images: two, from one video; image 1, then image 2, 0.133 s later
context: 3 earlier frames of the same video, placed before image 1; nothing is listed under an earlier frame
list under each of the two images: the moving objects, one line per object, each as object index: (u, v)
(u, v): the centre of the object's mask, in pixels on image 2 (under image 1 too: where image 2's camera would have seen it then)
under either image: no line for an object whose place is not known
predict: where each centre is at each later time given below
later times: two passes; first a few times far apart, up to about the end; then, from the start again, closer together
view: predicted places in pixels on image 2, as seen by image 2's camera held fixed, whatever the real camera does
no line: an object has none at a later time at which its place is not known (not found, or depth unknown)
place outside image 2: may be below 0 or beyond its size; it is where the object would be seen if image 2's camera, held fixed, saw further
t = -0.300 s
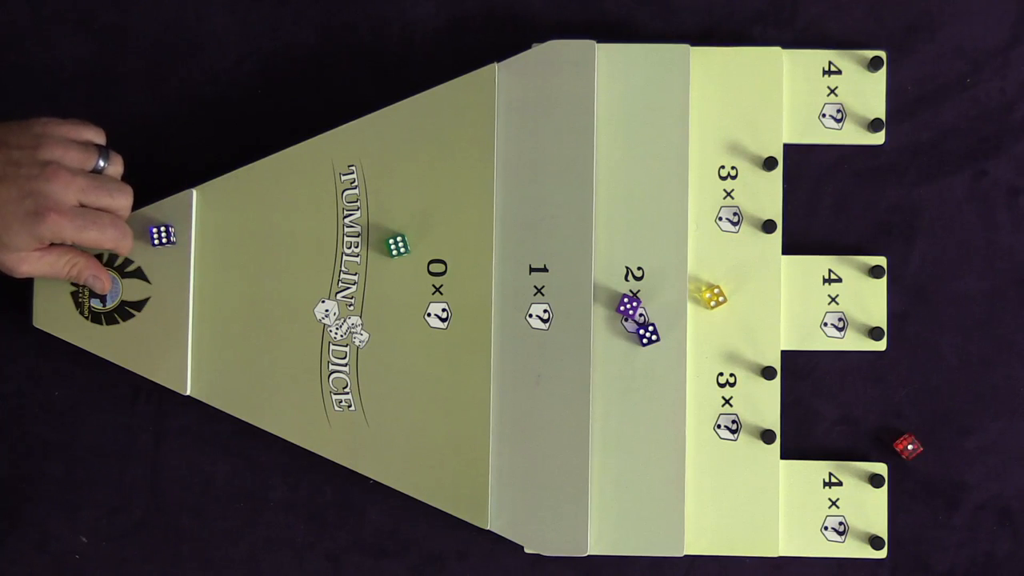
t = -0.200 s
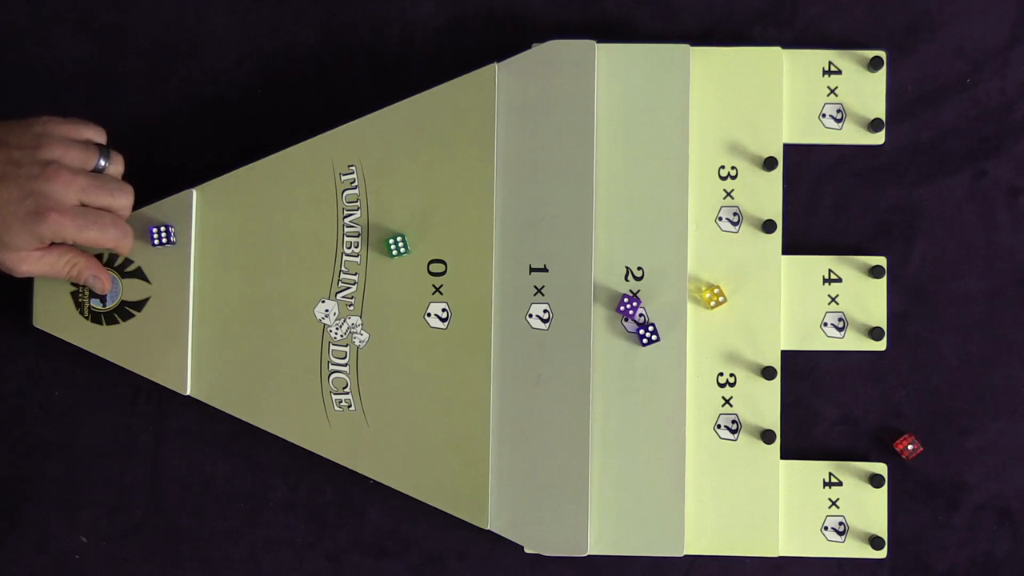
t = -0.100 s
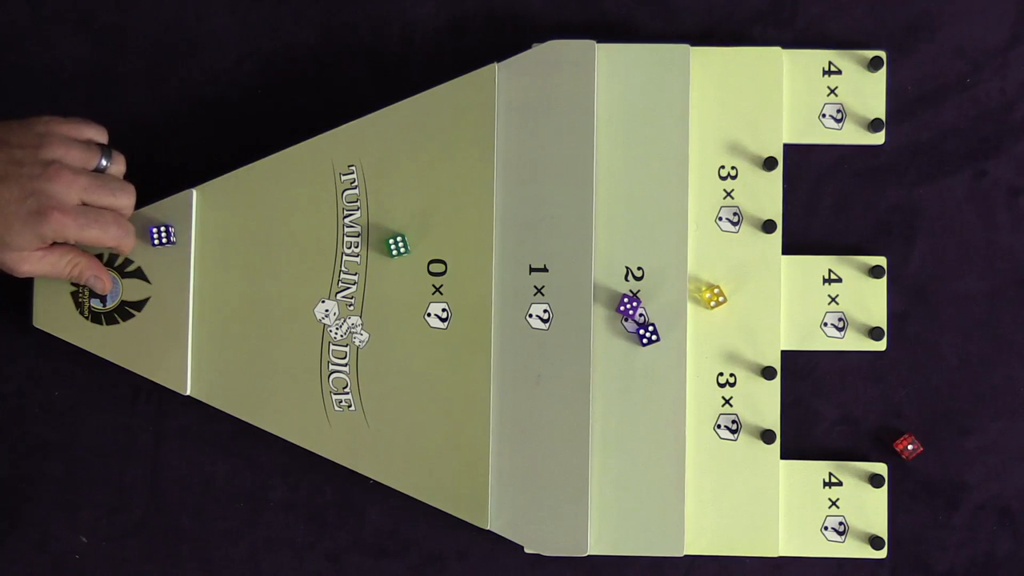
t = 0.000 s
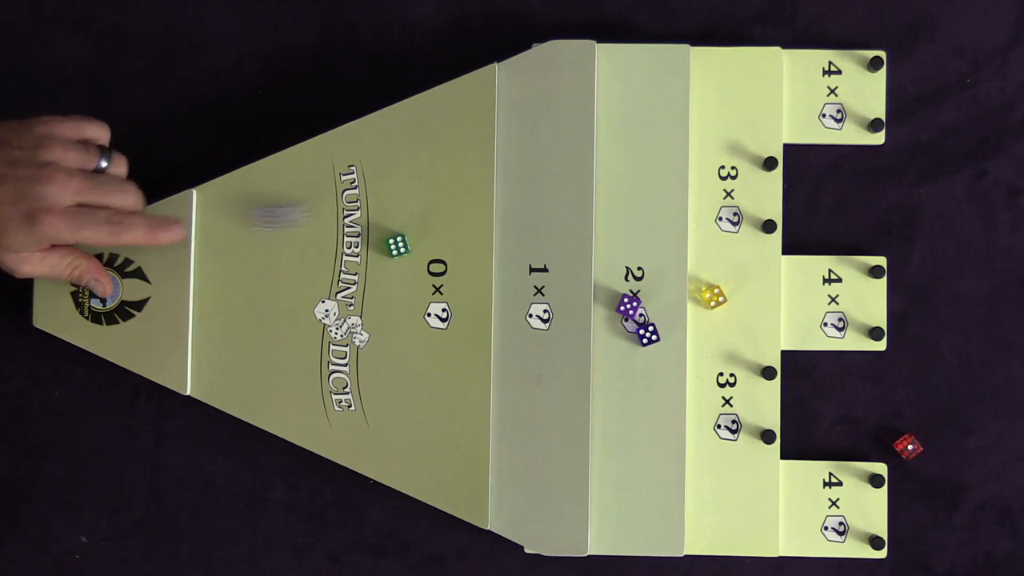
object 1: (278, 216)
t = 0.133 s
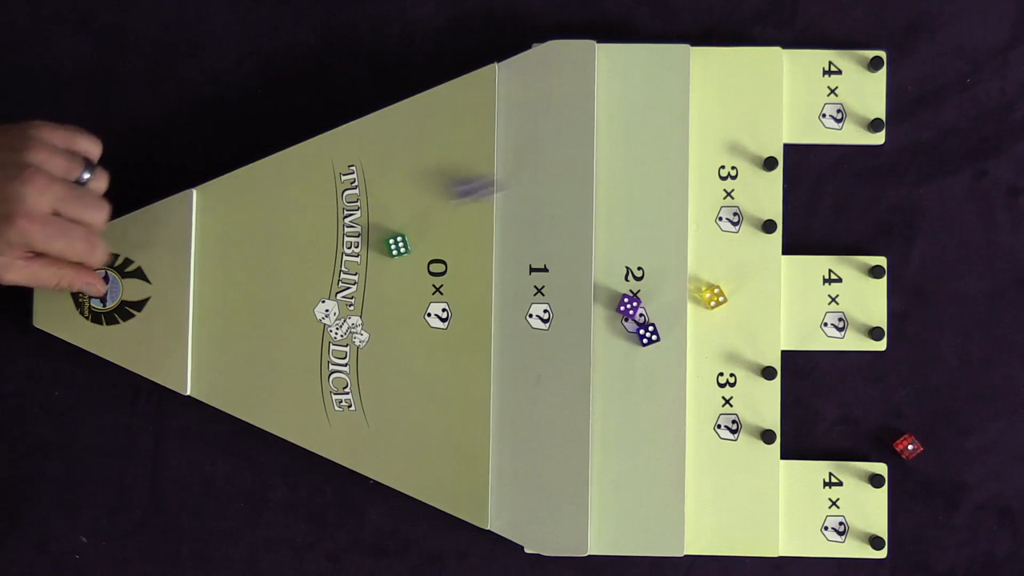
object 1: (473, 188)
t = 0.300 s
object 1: (677, 161)
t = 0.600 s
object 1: (718, 91)
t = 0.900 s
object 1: (714, 90)
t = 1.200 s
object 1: (714, 90)
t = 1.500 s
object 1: (714, 90)
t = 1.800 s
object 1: (714, 90)
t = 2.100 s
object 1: (714, 90)
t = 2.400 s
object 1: (714, 90)
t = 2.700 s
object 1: (714, 90)
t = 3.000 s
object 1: (714, 90)
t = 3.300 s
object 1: (714, 90)
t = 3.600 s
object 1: (714, 90)
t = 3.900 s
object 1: (714, 90)
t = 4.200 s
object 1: (714, 90)
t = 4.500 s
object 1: (714, 90)
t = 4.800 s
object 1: (714, 90)
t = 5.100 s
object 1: (714, 90)
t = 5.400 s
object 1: (714, 90)
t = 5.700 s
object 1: (714, 90)
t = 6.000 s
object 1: (714, 90)
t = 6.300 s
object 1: (714, 90)
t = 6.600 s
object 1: (714, 90)
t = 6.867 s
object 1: (714, 90)
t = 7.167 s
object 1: (714, 90)
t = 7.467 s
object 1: (714, 90)
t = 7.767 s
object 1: (714, 90)
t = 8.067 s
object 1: (714, 90)
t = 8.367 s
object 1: (714, 90)
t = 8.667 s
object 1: (714, 90)
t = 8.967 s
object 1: (714, 90)
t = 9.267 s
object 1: (714, 90)
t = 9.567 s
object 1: (714, 90)
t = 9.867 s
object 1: (714, 90)
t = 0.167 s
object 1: (521, 183)
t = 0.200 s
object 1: (562, 177)
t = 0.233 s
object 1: (604, 172)
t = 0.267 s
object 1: (641, 166)
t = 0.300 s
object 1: (677, 161)
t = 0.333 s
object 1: (716, 157)
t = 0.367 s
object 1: (750, 156)
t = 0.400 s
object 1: (751, 146)
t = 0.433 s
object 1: (744, 132)
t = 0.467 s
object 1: (740, 119)
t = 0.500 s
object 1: (733, 109)
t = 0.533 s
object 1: (727, 101)
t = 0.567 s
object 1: (722, 96)
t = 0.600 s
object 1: (718, 91)
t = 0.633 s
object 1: (715, 89)
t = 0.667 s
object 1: (714, 89)
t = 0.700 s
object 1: (714, 90)
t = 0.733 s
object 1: (714, 90)
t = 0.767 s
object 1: (713, 90)
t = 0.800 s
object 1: (713, 90)
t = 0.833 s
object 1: (714, 90)
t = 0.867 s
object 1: (714, 90)
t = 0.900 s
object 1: (714, 90)
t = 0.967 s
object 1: (714, 90)
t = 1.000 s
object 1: (714, 90)
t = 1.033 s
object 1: (714, 90)
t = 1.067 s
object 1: (714, 90)
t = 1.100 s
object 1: (714, 90)
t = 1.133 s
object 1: (714, 90)
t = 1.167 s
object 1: (714, 90)
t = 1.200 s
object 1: (714, 90)
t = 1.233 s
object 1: (714, 90)
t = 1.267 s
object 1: (714, 90)
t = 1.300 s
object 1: (714, 90)
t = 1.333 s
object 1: (714, 90)
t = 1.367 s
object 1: (714, 90)
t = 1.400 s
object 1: (714, 90)
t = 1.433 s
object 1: (714, 90)
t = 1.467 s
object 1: (714, 90)
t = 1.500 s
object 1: (714, 90)
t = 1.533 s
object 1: (714, 90)
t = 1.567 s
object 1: (714, 90)
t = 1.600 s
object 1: (714, 90)
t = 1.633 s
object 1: (714, 90)
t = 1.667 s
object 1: (714, 90)
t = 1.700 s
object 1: (714, 90)
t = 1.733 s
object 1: (714, 90)
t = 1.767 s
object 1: (714, 90)
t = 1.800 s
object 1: (714, 90)
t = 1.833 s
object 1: (714, 90)
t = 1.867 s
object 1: (714, 90)
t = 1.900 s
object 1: (714, 90)
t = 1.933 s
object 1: (714, 90)
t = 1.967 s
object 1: (714, 90)
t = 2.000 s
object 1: (714, 90)
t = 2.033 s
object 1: (714, 90)
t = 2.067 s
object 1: (714, 90)
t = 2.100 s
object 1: (714, 90)
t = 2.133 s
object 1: (714, 90)
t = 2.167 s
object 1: (714, 90)
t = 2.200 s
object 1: (714, 90)
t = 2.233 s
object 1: (714, 90)
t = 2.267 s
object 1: (714, 90)
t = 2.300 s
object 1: (714, 90)
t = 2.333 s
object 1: (714, 90)
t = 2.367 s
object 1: (714, 90)
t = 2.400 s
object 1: (714, 90)
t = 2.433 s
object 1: (714, 90)
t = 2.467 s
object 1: (714, 90)
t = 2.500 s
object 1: (714, 90)
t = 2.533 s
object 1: (714, 90)
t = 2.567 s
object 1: (714, 90)
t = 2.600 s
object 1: (714, 90)
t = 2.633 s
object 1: (714, 90)
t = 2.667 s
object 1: (714, 90)
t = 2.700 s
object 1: (714, 90)
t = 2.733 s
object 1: (714, 90)
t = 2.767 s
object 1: (714, 90)
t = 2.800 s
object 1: (714, 90)
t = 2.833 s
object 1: (714, 90)
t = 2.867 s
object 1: (714, 90)
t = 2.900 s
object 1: (714, 90)
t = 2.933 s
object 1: (714, 90)
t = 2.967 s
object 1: (714, 90)
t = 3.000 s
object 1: (714, 90)
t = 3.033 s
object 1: (714, 90)
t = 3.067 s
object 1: (714, 90)
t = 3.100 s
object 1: (714, 90)
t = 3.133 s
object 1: (714, 90)
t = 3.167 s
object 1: (714, 90)
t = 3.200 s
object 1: (714, 90)
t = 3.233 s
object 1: (714, 90)
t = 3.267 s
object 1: (714, 90)
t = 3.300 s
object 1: (714, 90)
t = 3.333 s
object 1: (714, 90)
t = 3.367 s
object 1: (714, 90)
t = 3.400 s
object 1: (714, 90)
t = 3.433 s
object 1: (714, 90)
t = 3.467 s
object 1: (714, 90)
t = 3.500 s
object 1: (714, 90)
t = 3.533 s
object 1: (714, 90)
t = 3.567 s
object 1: (714, 90)
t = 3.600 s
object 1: (714, 90)
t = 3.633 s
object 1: (714, 90)
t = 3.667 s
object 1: (714, 90)
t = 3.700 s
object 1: (714, 90)
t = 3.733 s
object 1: (714, 90)
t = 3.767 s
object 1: (714, 90)
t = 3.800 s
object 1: (714, 90)
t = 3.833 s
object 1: (714, 90)
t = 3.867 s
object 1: (714, 90)
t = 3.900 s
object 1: (714, 90)
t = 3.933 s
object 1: (714, 90)
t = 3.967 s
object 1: (714, 90)
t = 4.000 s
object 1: (714, 90)
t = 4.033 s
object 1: (714, 90)
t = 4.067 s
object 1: (714, 90)
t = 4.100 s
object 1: (714, 90)
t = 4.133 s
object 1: (714, 90)
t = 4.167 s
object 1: (714, 90)
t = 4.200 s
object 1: (714, 90)
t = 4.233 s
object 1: (714, 90)
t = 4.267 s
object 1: (714, 90)
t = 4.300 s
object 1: (714, 90)
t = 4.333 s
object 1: (714, 90)
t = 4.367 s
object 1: (714, 90)
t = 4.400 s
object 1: (714, 90)
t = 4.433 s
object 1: (714, 90)
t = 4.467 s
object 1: (714, 90)
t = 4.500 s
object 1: (714, 90)
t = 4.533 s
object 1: (714, 90)
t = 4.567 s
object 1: (714, 90)
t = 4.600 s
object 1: (714, 90)
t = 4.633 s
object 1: (714, 90)
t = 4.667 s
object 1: (714, 90)
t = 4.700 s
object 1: (714, 90)
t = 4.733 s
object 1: (714, 90)
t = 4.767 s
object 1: (714, 90)
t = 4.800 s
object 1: (714, 90)
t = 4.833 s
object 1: (714, 90)
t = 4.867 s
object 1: (714, 90)
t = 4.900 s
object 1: (714, 90)
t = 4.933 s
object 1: (714, 90)
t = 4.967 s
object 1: (714, 90)
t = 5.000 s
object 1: (714, 90)
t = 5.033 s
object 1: (714, 90)
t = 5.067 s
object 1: (714, 90)
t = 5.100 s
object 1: (714, 90)
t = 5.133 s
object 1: (714, 90)
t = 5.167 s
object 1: (714, 90)
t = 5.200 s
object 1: (714, 90)
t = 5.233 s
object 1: (714, 90)
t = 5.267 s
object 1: (714, 90)
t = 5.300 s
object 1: (714, 90)
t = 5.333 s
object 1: (714, 90)
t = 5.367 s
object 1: (714, 90)
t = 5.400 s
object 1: (714, 90)
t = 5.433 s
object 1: (714, 90)
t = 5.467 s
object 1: (714, 90)
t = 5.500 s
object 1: (714, 90)
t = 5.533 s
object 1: (714, 90)
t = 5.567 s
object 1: (714, 90)
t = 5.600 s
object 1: (714, 90)
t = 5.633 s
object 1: (714, 90)
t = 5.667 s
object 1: (714, 90)
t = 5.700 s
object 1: (714, 90)
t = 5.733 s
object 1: (714, 90)
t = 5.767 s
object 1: (714, 90)
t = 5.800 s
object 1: (714, 90)
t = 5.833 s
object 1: (714, 90)
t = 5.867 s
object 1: (714, 90)
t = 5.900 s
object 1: (714, 90)
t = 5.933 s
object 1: (714, 90)
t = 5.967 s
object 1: (714, 90)
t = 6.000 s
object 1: (714, 90)
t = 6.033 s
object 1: (714, 90)
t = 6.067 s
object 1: (714, 90)
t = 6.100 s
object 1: (714, 90)
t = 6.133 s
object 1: (714, 90)
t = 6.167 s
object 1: (714, 90)
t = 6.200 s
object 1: (714, 90)
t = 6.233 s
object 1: (714, 90)
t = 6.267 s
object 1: (714, 90)
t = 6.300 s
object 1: (714, 90)
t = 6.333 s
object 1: (714, 90)
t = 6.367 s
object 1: (714, 90)
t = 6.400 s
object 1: (714, 90)
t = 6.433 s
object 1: (714, 90)
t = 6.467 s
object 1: (714, 90)
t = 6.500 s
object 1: (714, 90)
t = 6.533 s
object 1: (714, 90)
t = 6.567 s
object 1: (714, 90)
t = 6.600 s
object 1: (714, 90)
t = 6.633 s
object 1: (714, 90)
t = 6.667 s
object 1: (714, 90)
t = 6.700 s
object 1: (714, 90)
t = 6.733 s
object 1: (714, 90)
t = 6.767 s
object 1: (714, 90)
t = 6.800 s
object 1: (714, 90)
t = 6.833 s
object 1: (714, 90)
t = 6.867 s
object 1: (714, 90)
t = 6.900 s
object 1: (714, 90)
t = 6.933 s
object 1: (714, 90)
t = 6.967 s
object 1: (714, 90)
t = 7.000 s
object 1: (714, 90)
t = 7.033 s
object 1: (714, 90)
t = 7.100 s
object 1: (714, 90)
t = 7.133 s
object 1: (714, 90)
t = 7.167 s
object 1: (714, 90)
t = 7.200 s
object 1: (714, 90)
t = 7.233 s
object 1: (714, 90)
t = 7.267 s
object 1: (714, 90)
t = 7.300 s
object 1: (714, 90)
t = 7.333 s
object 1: (714, 90)
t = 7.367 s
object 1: (714, 90)
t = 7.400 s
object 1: (714, 90)
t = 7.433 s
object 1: (714, 90)
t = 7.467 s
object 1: (714, 90)
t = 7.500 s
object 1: (714, 90)
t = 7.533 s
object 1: (714, 90)
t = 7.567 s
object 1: (714, 90)
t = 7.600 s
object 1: (714, 90)
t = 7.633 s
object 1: (714, 90)
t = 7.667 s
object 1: (714, 90)
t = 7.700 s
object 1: (714, 90)
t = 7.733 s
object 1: (714, 90)
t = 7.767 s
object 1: (714, 90)
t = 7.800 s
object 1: (714, 90)
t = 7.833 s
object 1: (714, 90)
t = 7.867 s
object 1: (714, 90)
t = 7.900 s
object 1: (714, 90)
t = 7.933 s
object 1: (714, 90)
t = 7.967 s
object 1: (714, 90)
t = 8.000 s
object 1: (714, 90)
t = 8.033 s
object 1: (713, 90)
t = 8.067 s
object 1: (714, 90)
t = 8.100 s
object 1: (713, 90)
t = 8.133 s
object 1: (714, 90)
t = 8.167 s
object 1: (713, 90)
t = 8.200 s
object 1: (714, 90)
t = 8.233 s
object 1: (714, 90)
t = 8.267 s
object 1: (714, 90)
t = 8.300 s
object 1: (714, 90)
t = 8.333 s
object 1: (714, 90)
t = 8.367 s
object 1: (714, 90)
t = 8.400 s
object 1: (714, 90)
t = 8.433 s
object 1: (714, 90)
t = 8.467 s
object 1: (714, 90)
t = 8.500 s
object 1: (714, 90)
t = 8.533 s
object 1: (713, 90)
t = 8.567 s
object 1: (714, 90)
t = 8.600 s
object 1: (714, 90)
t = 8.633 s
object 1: (714, 90)
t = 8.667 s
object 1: (714, 90)
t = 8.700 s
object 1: (714, 90)
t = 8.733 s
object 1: (714, 90)
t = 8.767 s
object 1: (714, 90)
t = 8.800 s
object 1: (714, 90)
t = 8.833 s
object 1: (713, 90)
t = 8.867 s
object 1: (713, 90)
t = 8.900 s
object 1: (714, 90)
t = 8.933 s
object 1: (714, 90)
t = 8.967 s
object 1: (714, 90)
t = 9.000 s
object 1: (713, 90)
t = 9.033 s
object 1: (714, 90)
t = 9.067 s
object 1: (714, 90)
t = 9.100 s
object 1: (714, 90)
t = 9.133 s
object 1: (713, 90)
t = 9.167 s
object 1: (714, 90)
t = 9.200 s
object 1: (714, 90)
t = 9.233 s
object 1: (714, 90)
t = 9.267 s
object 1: (714, 90)
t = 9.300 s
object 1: (714, 90)
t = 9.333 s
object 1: (713, 90)
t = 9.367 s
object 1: (713, 90)
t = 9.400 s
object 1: (714, 90)
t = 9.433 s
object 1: (713, 90)
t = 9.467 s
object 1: (714, 90)
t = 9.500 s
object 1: (714, 90)
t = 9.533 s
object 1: (714, 90)
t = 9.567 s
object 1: (714, 90)
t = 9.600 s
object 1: (714, 90)
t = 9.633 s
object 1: (714, 90)
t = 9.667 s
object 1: (714, 90)
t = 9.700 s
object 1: (713, 90)
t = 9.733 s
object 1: (714, 90)
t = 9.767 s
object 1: (714, 90)
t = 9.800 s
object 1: (714, 90)
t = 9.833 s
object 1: (713, 90)
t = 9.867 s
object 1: (714, 90)
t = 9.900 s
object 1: (714, 90)
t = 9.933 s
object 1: (713, 90)
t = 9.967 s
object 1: (713, 90)
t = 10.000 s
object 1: (714, 90)
